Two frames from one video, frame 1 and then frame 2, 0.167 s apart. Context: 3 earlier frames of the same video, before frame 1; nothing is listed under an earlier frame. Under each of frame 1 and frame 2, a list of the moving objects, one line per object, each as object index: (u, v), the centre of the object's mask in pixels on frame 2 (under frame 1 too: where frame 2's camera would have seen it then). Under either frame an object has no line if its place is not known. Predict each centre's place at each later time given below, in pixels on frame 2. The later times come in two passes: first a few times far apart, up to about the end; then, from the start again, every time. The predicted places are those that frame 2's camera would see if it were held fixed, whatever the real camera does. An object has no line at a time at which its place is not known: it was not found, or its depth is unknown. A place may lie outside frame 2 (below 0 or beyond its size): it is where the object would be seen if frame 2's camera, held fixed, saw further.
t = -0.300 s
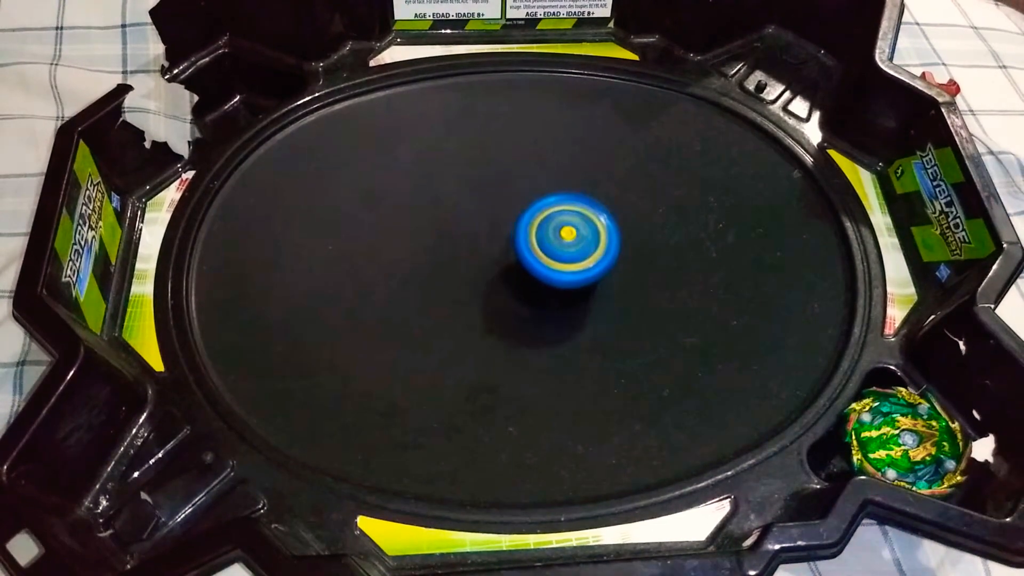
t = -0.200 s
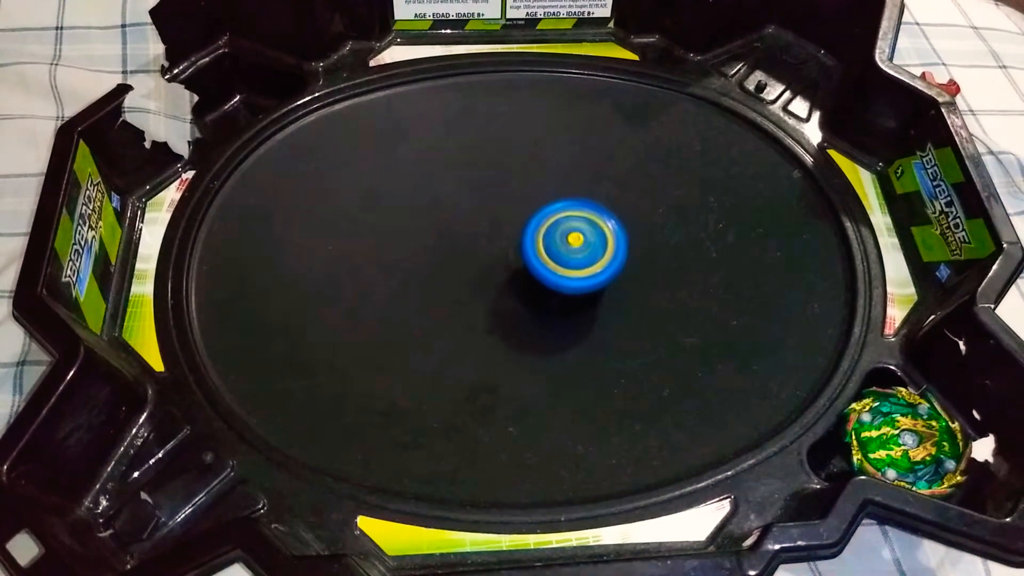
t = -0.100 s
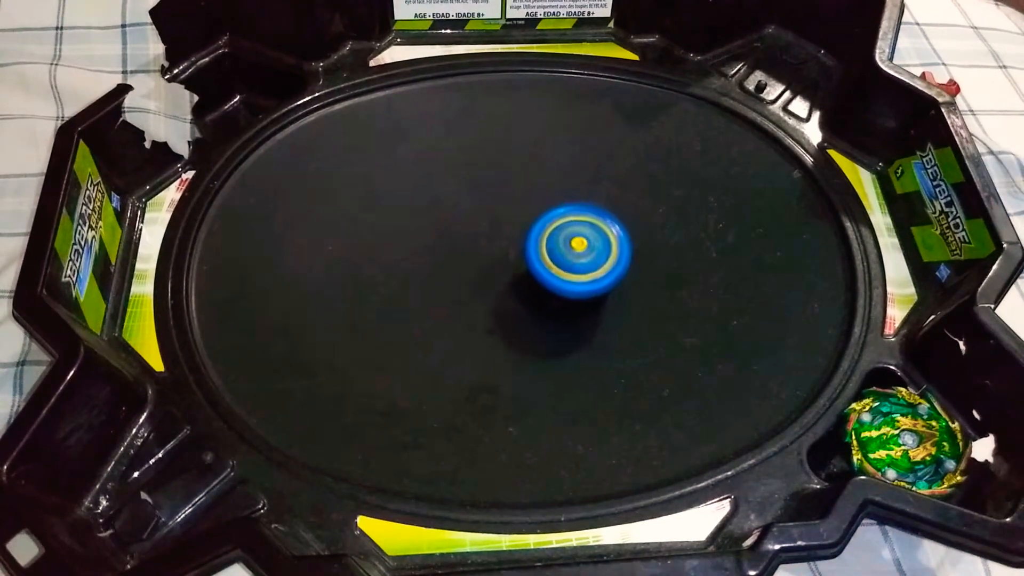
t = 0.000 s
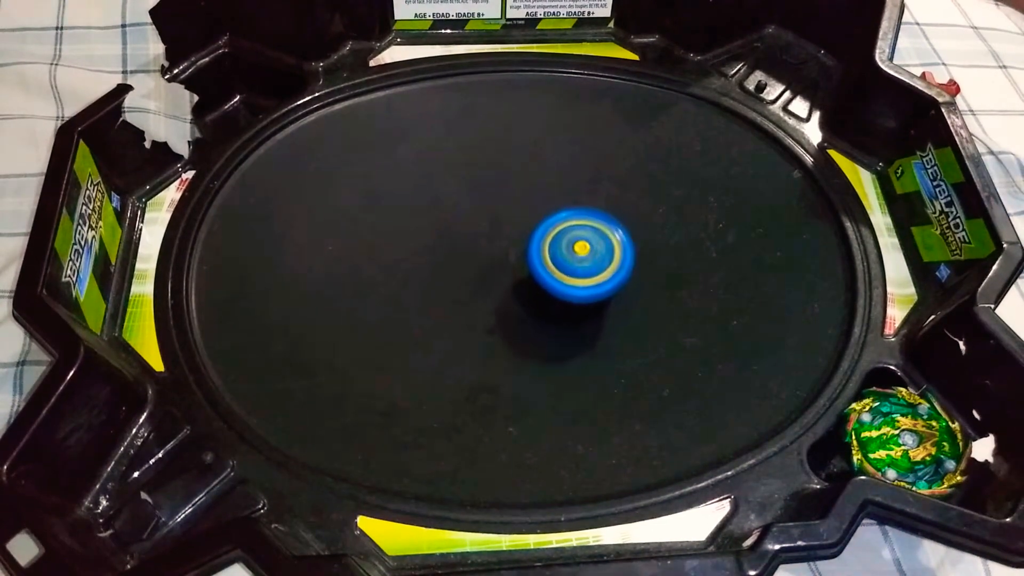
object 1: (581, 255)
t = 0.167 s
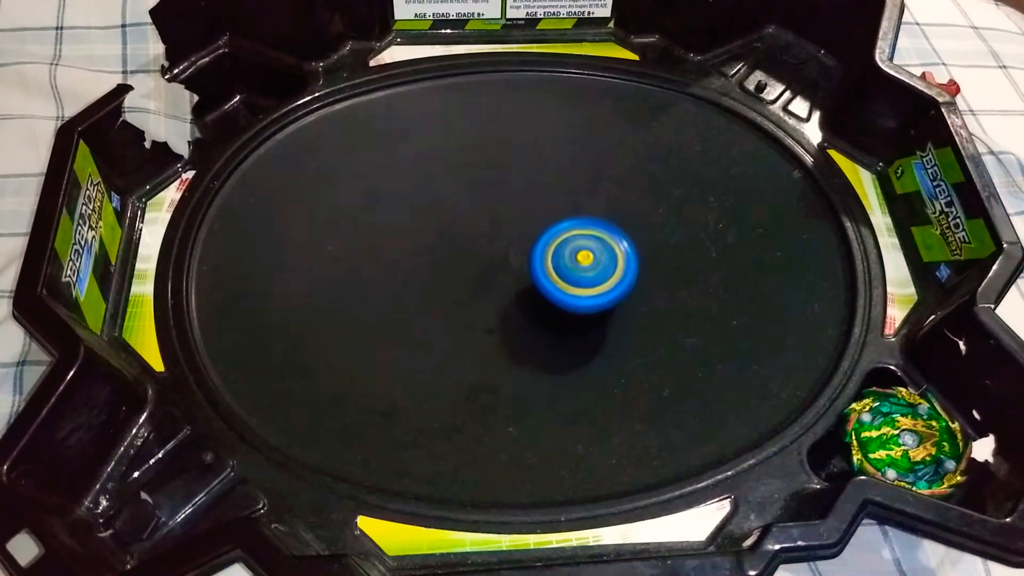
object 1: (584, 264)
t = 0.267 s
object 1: (586, 269)
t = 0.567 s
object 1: (575, 286)
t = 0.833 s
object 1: (554, 311)
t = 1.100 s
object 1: (540, 317)
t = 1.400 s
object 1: (507, 319)
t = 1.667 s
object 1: (475, 316)
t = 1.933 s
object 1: (451, 310)
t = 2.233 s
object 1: (437, 298)
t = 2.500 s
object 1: (432, 281)
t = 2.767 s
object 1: (434, 267)
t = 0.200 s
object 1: (585, 266)
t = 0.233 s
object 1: (586, 267)
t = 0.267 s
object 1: (586, 269)
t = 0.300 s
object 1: (586, 270)
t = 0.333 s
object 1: (586, 272)
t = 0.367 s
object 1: (585, 273)
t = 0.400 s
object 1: (584, 275)
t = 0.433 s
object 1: (583, 277)
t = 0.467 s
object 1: (582, 279)
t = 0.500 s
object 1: (580, 281)
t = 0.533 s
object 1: (578, 284)
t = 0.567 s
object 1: (575, 286)
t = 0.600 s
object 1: (573, 289)
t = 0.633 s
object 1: (569, 293)
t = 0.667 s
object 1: (567, 295)
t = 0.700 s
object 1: (564, 299)
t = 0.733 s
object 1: (561, 301)
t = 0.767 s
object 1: (559, 304)
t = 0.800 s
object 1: (556, 308)
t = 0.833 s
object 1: (554, 311)
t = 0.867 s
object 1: (552, 313)
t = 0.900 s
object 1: (550, 316)
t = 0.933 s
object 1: (549, 318)
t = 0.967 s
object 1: (547, 318)
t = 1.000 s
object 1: (546, 317)
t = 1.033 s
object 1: (544, 317)
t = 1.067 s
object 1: (542, 317)
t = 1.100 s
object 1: (540, 317)
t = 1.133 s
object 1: (537, 318)
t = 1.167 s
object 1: (534, 318)
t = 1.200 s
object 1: (531, 319)
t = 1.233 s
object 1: (527, 320)
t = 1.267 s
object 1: (523, 320)
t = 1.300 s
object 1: (520, 320)
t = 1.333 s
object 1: (516, 320)
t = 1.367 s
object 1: (511, 320)
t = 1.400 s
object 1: (507, 319)
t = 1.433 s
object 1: (503, 319)
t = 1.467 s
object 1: (499, 318)
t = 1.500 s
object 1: (495, 318)
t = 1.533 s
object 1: (491, 317)
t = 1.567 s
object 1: (487, 316)
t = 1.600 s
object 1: (483, 316)
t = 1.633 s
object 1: (479, 316)
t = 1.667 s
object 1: (475, 316)
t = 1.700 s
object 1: (472, 316)
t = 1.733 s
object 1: (469, 316)
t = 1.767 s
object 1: (465, 316)
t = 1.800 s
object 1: (462, 315)
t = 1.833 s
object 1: (460, 314)
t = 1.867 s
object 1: (457, 313)
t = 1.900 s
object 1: (454, 312)
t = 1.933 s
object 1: (451, 310)
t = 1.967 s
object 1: (449, 309)
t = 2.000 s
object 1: (447, 308)
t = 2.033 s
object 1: (445, 307)
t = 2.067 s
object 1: (443, 305)
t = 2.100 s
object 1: (441, 304)
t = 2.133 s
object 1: (440, 303)
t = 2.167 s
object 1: (439, 301)
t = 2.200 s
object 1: (438, 299)
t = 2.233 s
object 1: (437, 298)
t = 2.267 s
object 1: (436, 296)
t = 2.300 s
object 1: (435, 294)
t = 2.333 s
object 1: (434, 292)
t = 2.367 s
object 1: (433, 290)
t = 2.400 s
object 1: (433, 288)
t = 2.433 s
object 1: (433, 286)
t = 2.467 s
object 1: (432, 283)
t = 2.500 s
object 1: (432, 281)
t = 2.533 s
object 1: (431, 279)
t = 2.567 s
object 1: (431, 277)
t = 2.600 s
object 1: (431, 275)
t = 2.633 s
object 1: (431, 273)
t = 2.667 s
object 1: (432, 272)
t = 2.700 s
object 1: (432, 270)
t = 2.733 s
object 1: (433, 269)
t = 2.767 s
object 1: (434, 267)
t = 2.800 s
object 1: (435, 266)
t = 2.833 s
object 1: (436, 265)
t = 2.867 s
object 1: (437, 264)
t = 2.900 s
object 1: (438, 263)
